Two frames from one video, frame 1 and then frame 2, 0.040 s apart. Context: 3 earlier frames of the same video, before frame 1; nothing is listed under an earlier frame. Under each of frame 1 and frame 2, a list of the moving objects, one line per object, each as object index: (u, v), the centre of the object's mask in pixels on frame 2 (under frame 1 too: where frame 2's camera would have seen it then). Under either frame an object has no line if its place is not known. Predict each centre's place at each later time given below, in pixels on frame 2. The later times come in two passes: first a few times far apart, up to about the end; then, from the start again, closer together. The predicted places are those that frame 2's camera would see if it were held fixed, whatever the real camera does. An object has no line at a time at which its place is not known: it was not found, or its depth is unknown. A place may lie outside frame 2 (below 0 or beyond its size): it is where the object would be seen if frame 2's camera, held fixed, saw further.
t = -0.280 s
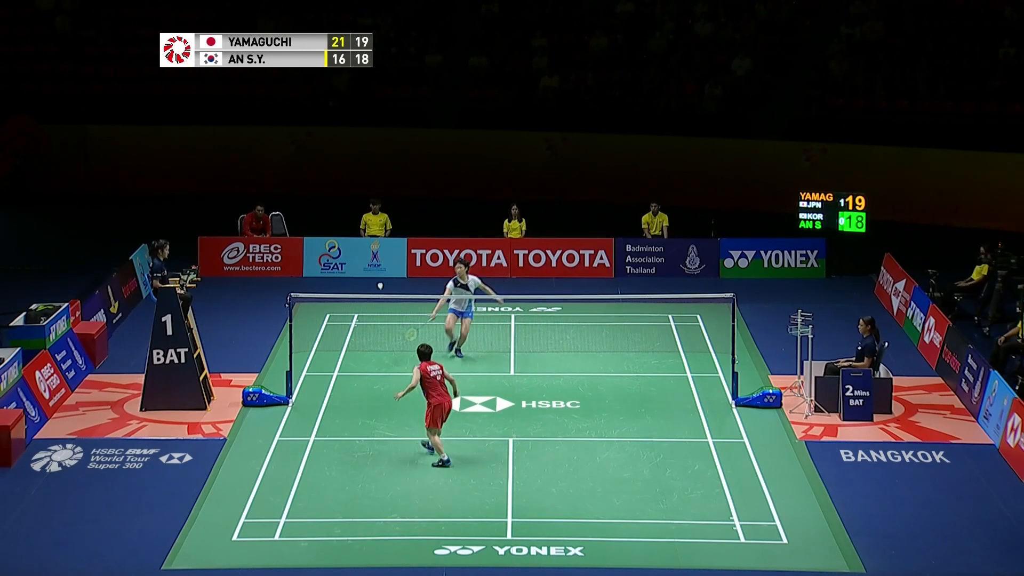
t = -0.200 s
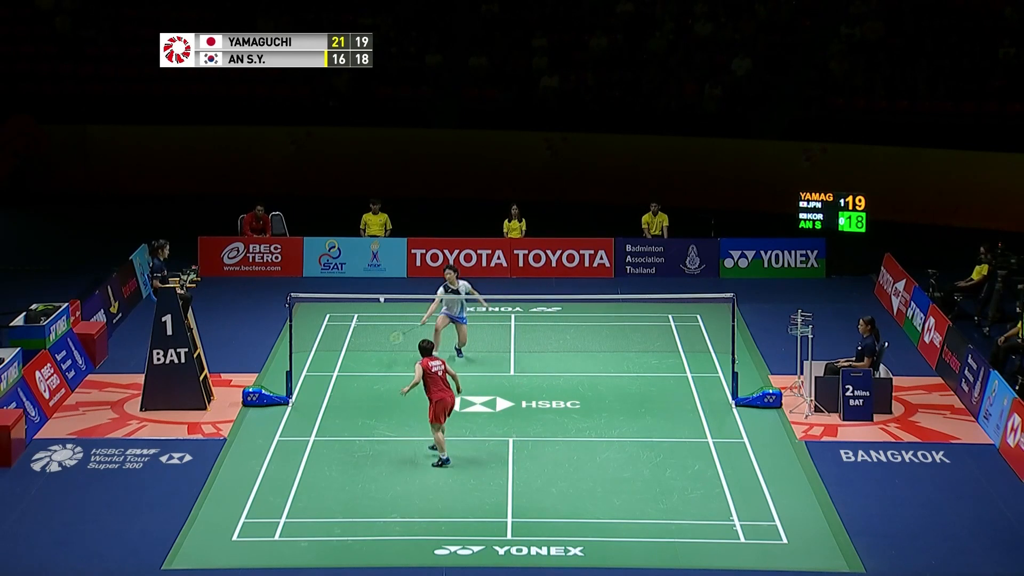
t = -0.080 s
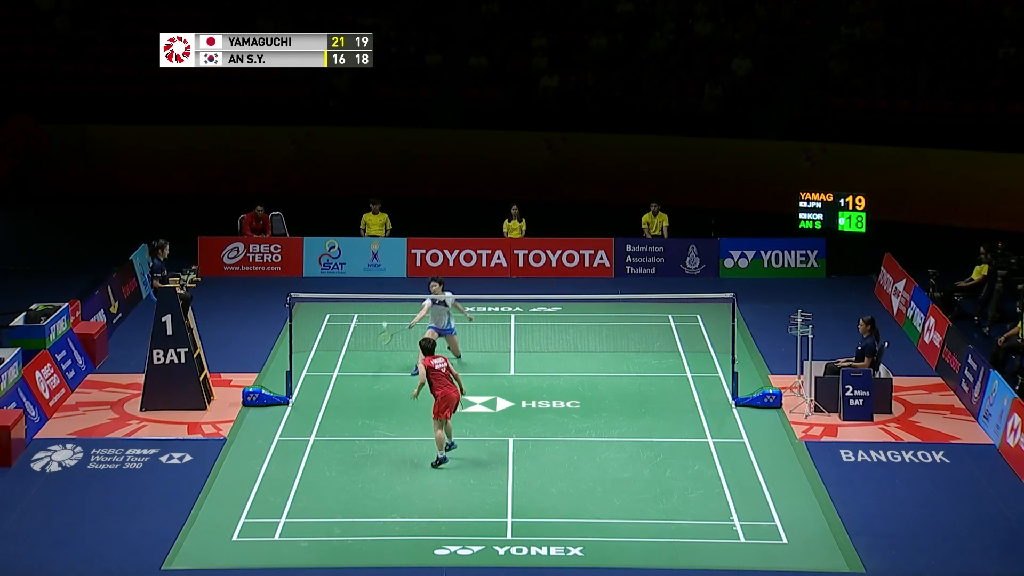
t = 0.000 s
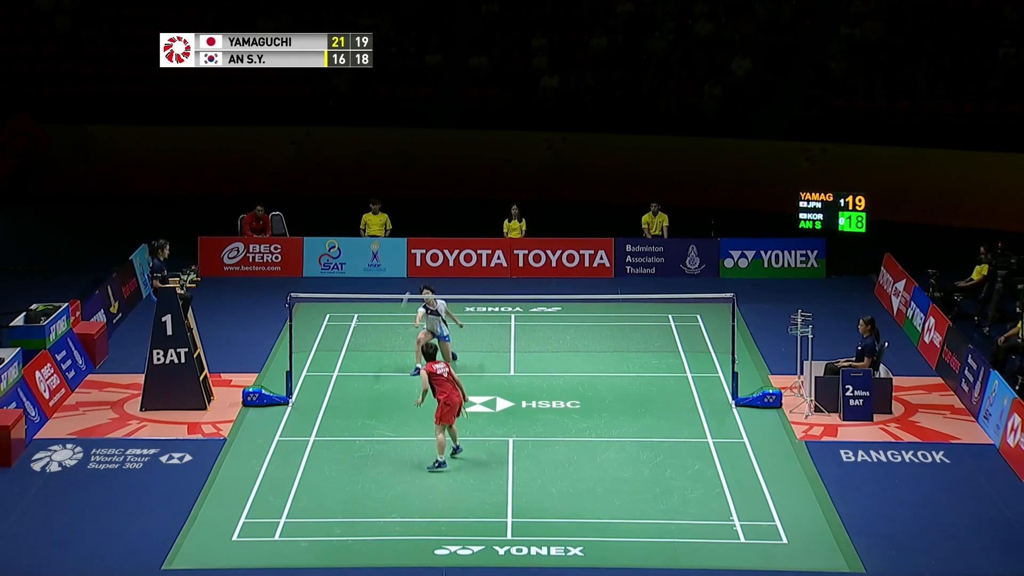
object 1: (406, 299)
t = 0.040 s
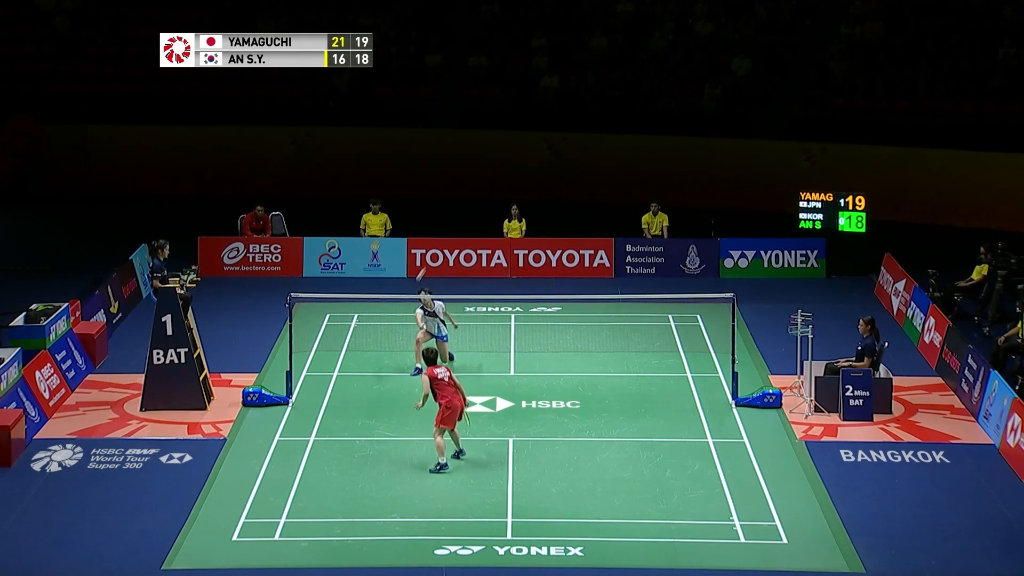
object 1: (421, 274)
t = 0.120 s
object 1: (447, 233)
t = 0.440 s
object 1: (516, 160)
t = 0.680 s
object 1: (552, 166)
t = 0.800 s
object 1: (567, 184)
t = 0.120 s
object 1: (447, 233)
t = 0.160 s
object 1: (458, 217)
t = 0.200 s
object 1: (468, 203)
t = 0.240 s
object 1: (478, 192)
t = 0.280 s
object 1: (486, 183)
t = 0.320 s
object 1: (495, 175)
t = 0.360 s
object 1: (502, 168)
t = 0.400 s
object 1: (510, 164)
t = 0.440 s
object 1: (516, 160)
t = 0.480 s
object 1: (523, 158)
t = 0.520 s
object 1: (530, 158)
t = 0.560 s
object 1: (536, 158)
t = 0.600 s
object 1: (541, 159)
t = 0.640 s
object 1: (547, 162)
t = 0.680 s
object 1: (552, 166)
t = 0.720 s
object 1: (558, 171)
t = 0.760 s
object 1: (562, 177)
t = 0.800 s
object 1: (567, 184)
